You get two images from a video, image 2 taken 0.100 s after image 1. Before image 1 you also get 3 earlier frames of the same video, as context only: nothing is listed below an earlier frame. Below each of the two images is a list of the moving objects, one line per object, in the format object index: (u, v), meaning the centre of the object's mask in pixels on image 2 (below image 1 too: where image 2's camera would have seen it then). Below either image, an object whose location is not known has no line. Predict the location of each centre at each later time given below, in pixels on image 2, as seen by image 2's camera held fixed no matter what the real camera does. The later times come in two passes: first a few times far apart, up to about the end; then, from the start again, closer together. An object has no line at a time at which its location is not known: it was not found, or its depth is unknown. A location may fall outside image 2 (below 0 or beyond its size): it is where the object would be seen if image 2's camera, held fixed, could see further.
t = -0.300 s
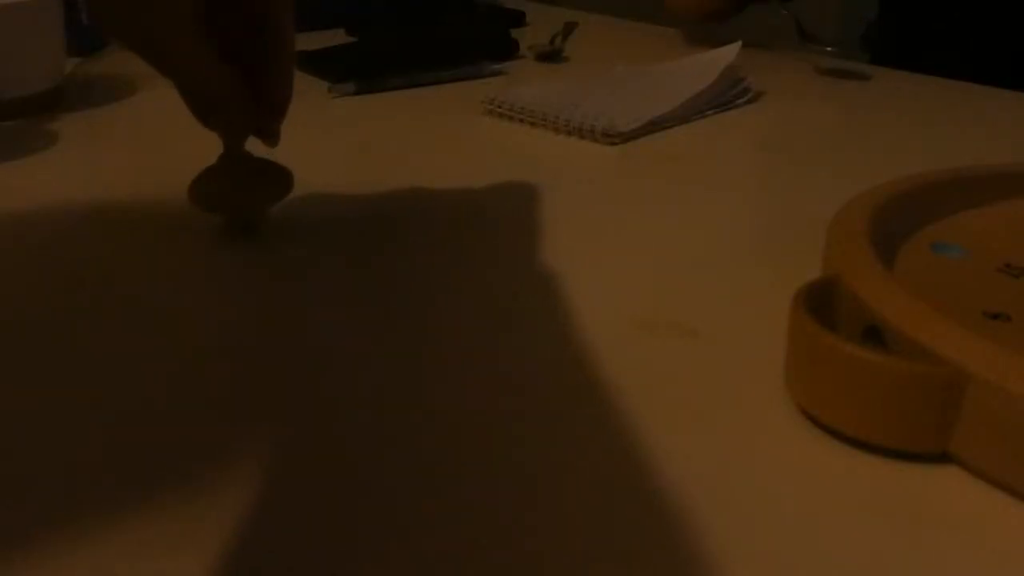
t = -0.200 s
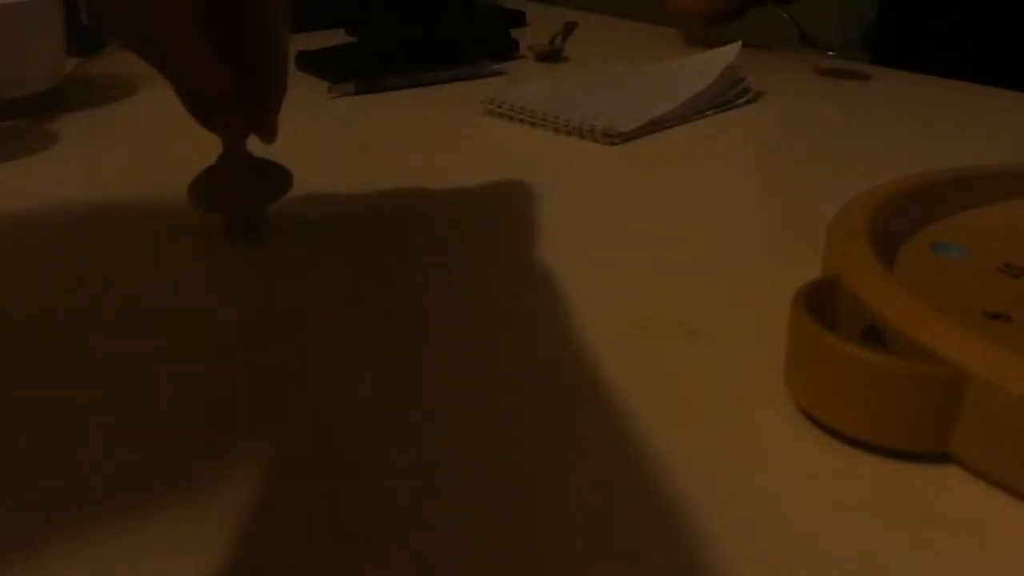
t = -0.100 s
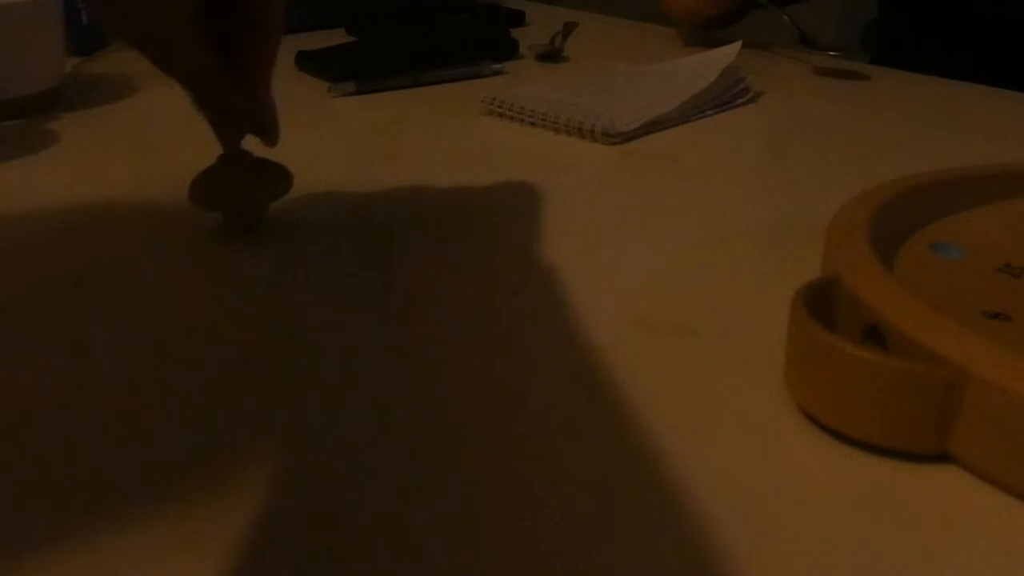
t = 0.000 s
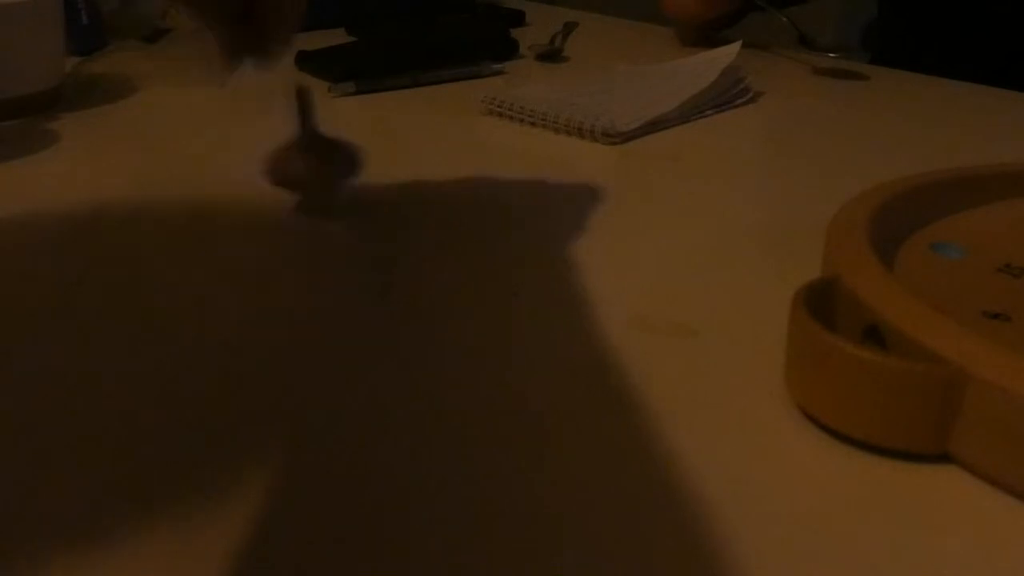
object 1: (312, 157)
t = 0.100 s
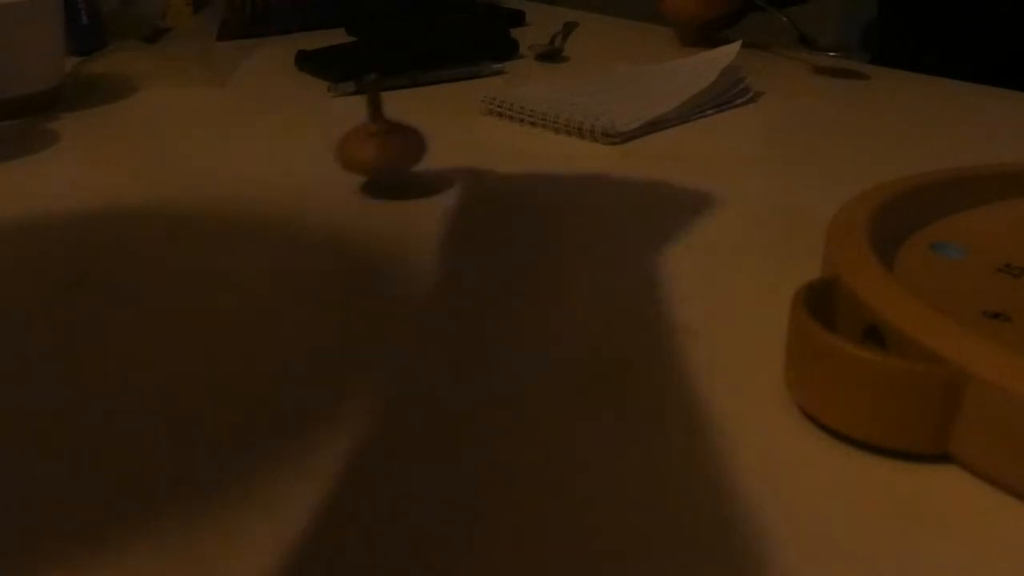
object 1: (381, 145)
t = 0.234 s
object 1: (410, 143)
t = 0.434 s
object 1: (429, 145)
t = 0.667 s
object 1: (427, 154)
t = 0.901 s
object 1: (396, 161)
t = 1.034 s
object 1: (378, 160)
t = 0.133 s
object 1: (393, 143)
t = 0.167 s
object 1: (400, 143)
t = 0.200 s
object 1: (405, 142)
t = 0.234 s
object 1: (410, 143)
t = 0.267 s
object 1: (414, 142)
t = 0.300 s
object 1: (418, 142)
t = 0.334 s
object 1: (421, 143)
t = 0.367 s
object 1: (425, 144)
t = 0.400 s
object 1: (428, 145)
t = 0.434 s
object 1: (429, 145)
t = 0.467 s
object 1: (431, 147)
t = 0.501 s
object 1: (432, 148)
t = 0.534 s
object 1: (433, 150)
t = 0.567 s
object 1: (432, 152)
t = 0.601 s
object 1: (431, 152)
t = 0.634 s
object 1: (429, 153)
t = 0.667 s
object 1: (427, 154)
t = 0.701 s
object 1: (424, 156)
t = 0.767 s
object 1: (416, 159)
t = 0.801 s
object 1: (411, 158)
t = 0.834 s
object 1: (406, 159)
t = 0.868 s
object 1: (401, 160)
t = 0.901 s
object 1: (396, 161)
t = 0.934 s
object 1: (391, 160)
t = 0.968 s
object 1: (386, 161)
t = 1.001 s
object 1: (382, 161)
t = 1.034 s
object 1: (378, 160)
